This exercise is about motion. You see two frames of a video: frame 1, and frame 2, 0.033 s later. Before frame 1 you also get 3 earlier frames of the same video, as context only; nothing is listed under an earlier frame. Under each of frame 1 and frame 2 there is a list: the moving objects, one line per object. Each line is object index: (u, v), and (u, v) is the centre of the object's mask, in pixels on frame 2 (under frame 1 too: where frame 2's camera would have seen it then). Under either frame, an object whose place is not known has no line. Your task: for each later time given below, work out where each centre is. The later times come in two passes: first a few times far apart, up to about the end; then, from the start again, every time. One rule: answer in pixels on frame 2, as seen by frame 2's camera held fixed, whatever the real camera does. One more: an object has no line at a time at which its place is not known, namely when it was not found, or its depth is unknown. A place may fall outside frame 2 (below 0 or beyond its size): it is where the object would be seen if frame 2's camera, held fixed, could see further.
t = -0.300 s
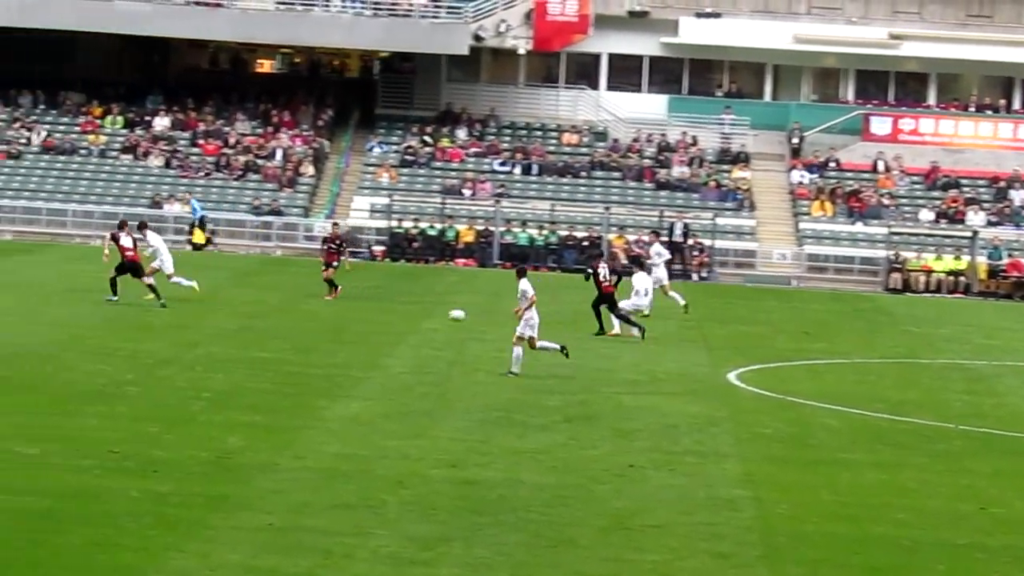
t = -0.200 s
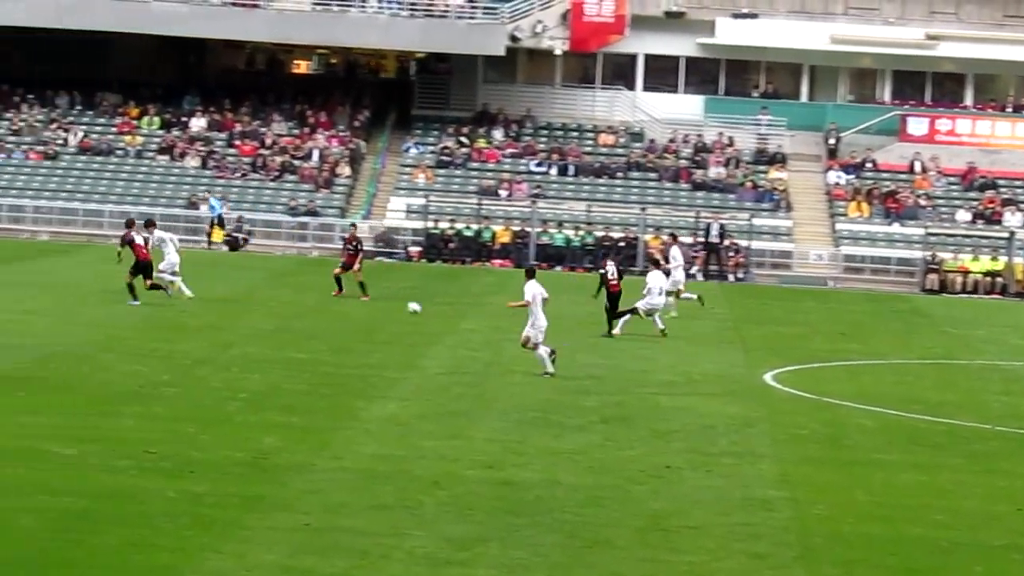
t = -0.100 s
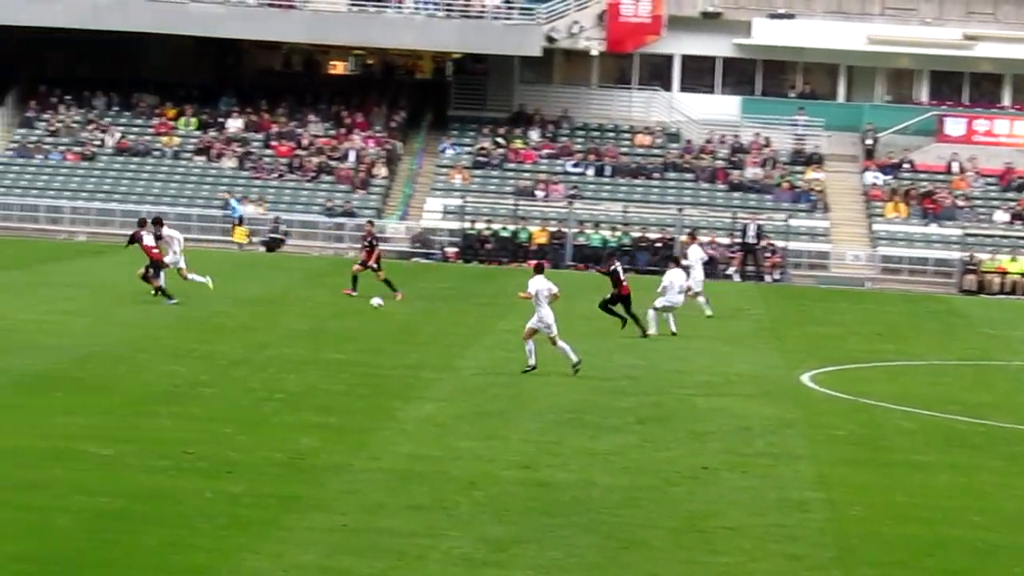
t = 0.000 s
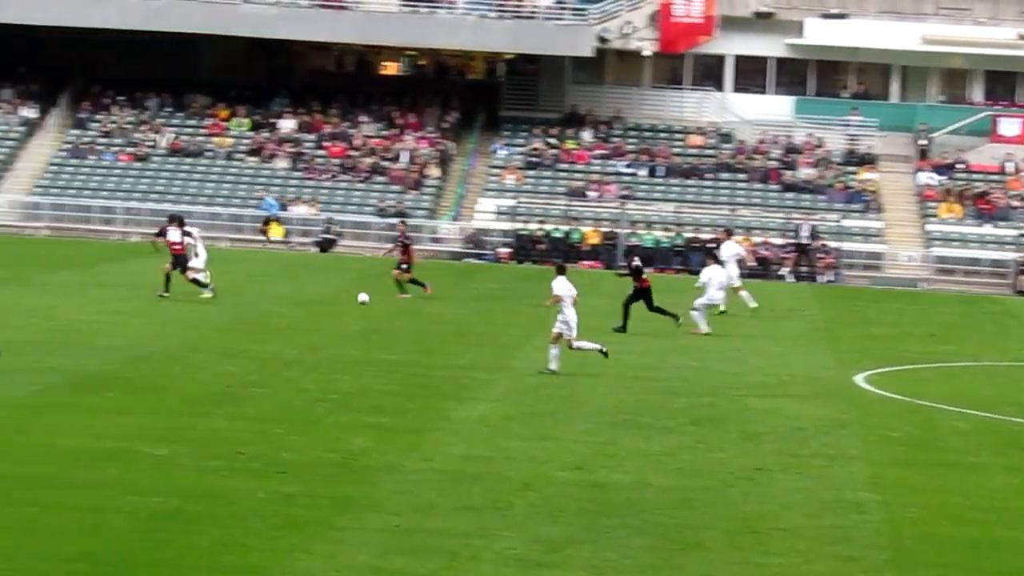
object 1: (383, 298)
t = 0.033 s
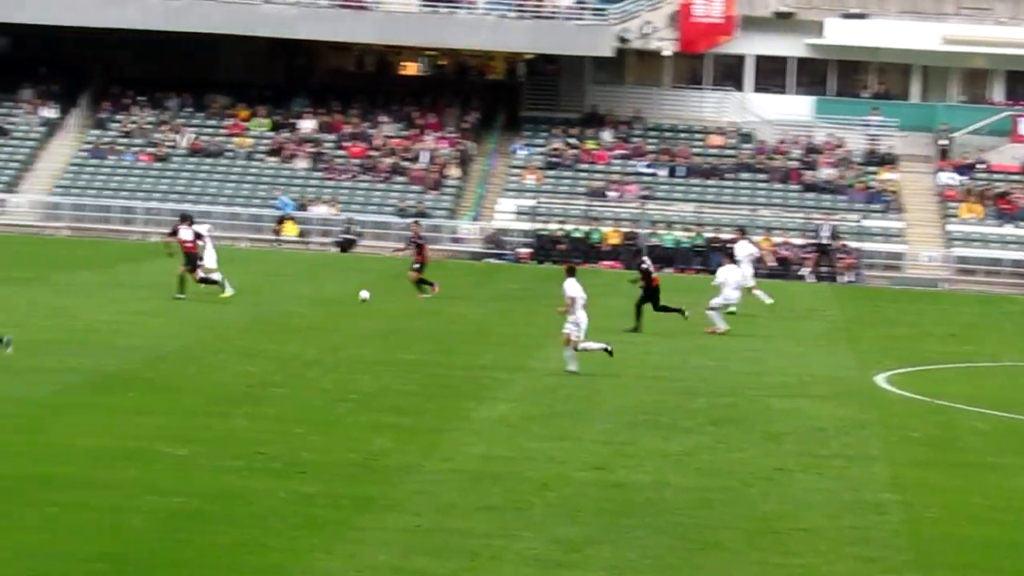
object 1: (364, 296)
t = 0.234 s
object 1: (252, 288)
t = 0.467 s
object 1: (144, 281)
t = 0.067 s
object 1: (344, 293)
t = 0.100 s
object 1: (324, 292)
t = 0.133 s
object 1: (305, 291)
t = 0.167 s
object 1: (286, 292)
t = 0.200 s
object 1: (268, 291)
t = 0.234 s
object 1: (252, 288)
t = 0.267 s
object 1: (236, 286)
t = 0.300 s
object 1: (220, 284)
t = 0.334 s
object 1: (205, 283)
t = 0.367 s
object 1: (189, 283)
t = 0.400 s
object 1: (173, 283)
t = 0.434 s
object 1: (158, 283)
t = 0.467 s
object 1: (144, 281)
